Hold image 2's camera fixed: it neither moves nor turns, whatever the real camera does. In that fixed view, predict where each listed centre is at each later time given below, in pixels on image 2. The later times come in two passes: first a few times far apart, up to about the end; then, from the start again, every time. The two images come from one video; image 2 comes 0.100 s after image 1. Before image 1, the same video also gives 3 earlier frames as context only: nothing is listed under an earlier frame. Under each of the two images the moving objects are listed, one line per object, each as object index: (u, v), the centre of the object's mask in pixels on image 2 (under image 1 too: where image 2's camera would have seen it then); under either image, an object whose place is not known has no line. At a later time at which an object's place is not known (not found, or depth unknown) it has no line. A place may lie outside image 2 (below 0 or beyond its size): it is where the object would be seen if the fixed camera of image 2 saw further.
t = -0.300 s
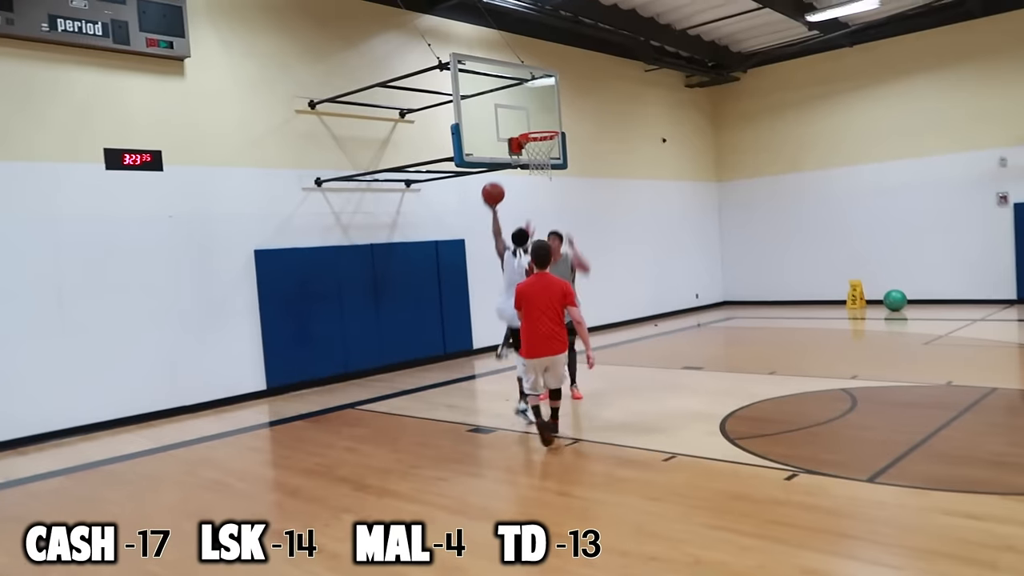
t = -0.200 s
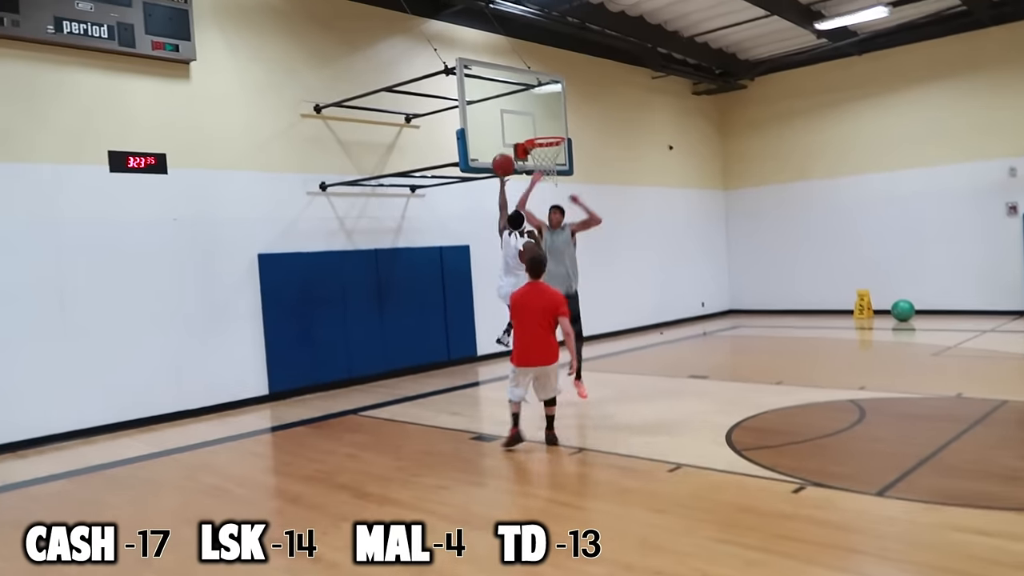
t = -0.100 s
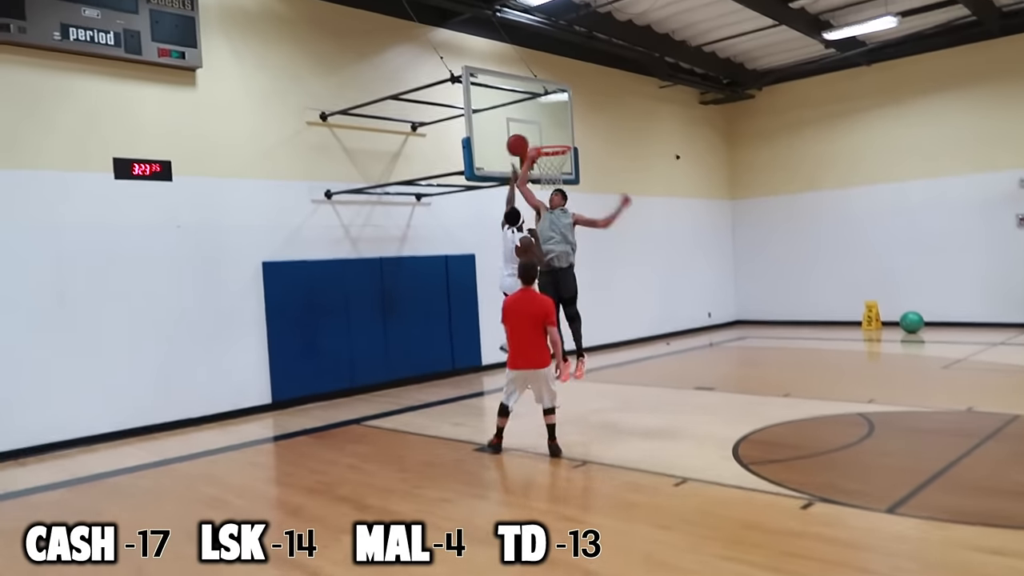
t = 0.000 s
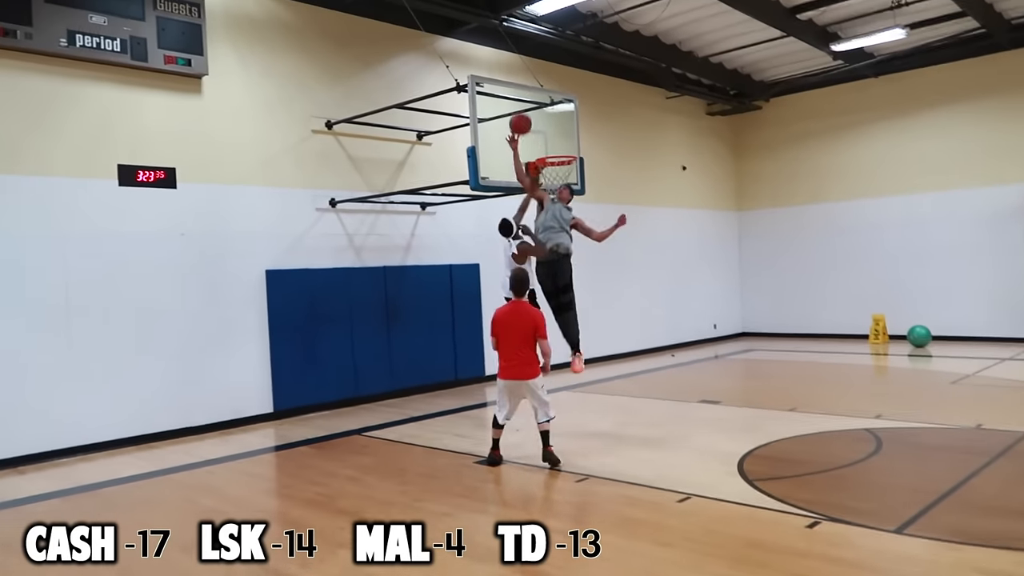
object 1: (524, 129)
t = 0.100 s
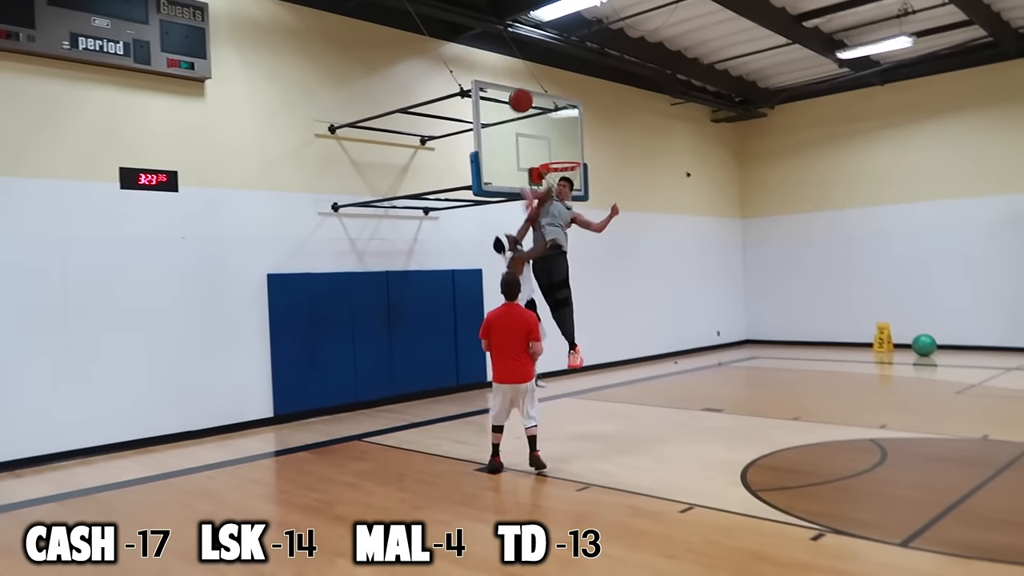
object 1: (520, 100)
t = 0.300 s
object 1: (514, 63)
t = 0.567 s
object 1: (509, 77)
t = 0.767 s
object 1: (510, 164)
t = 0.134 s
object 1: (519, 92)
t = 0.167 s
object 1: (518, 85)
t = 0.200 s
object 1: (516, 78)
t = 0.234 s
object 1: (515, 72)
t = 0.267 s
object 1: (515, 67)
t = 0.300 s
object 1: (514, 63)
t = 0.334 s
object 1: (513, 60)
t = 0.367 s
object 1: (512, 59)
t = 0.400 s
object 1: (511, 58)
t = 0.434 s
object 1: (511, 59)
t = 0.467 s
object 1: (510, 61)
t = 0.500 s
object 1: (509, 65)
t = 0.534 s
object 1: (509, 70)
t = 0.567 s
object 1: (509, 77)
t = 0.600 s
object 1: (509, 86)
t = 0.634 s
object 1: (509, 96)
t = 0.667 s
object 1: (509, 110)
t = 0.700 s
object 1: (509, 125)
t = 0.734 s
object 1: (509, 144)
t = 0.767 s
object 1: (510, 164)
